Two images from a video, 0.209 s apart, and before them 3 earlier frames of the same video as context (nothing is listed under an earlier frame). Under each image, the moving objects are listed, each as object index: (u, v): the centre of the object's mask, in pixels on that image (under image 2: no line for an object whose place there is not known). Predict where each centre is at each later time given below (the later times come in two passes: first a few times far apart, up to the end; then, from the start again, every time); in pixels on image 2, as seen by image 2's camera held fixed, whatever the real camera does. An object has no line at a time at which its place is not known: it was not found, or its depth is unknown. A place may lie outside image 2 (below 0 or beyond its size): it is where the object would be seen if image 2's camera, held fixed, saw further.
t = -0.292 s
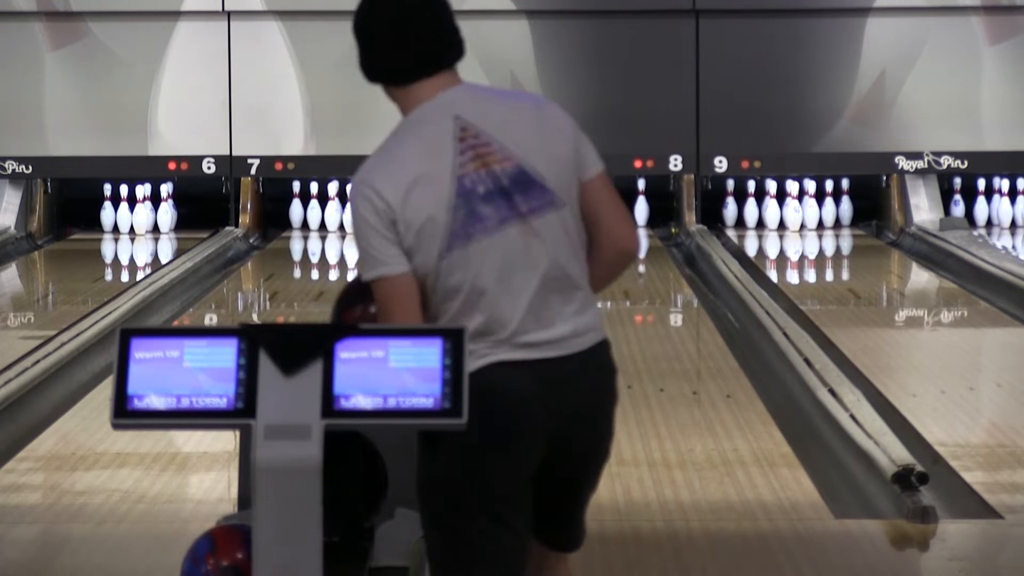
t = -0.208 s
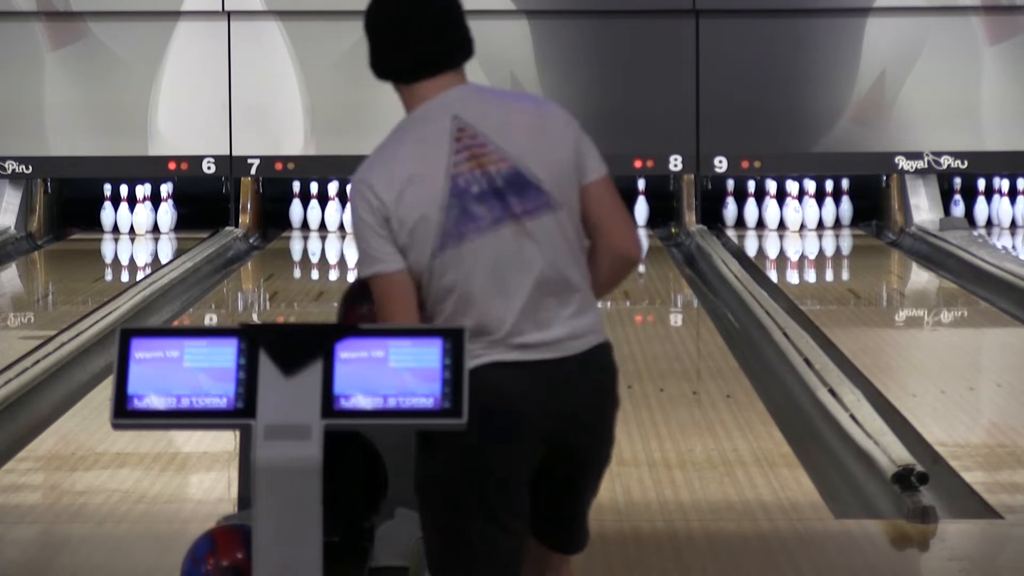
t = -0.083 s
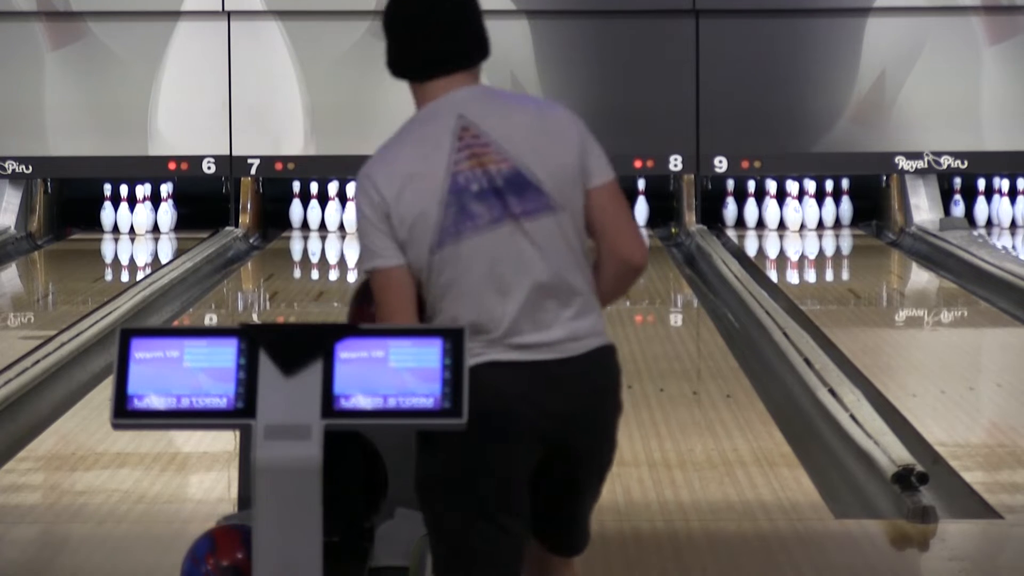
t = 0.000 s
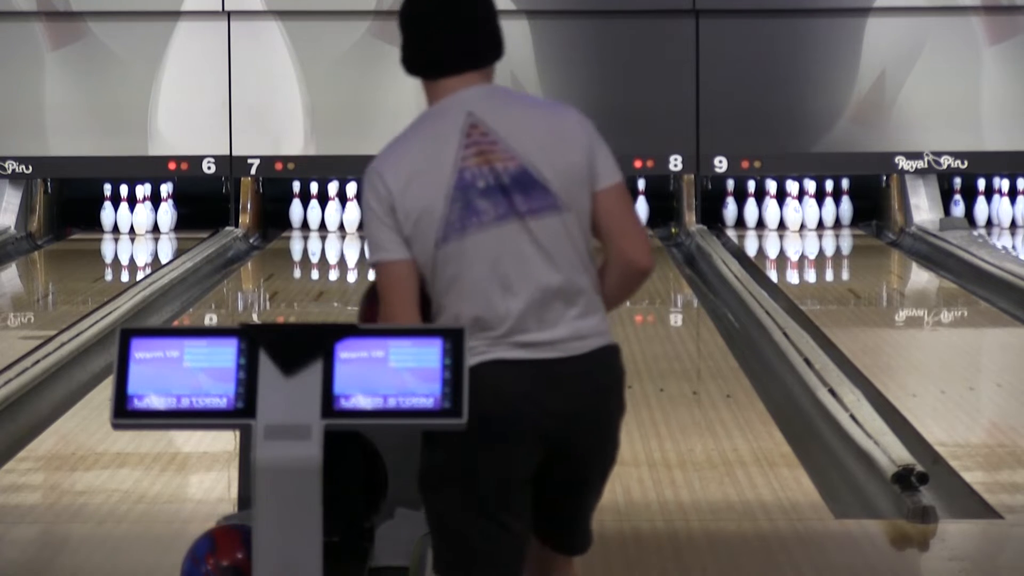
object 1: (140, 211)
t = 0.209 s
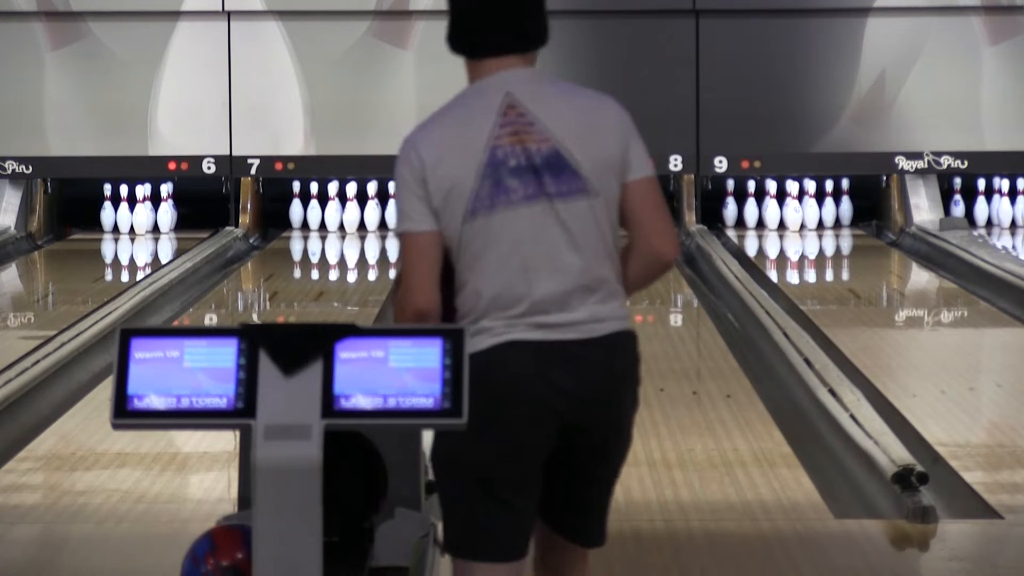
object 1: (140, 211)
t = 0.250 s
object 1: (140, 212)
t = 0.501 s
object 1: (140, 212)
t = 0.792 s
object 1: (142, 211)
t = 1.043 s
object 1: (140, 212)
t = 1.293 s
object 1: (142, 211)
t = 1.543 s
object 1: (143, 211)
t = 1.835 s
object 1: (140, 207)
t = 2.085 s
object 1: (139, 201)
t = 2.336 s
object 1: (140, 203)
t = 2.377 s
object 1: (138, 199)
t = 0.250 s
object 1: (140, 212)
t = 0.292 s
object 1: (140, 212)
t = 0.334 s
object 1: (140, 212)
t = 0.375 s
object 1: (140, 212)
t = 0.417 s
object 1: (140, 212)
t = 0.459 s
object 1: (140, 212)
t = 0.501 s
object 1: (140, 212)
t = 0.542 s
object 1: (140, 212)
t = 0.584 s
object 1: (140, 212)
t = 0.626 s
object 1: (142, 211)
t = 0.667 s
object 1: (140, 212)
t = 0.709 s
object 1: (140, 212)
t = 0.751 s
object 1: (140, 212)
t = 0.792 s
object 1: (142, 211)
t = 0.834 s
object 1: (140, 212)
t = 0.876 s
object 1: (140, 212)
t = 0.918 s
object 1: (142, 211)
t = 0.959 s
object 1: (140, 212)
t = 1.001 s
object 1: (142, 211)
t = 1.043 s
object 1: (140, 212)
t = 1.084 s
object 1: (140, 212)
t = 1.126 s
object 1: (141, 212)
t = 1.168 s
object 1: (140, 212)
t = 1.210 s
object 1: (141, 211)
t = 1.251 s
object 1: (140, 211)
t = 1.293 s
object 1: (142, 211)
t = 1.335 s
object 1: (140, 212)
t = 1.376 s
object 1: (142, 211)
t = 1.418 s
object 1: (140, 212)
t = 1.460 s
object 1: (140, 212)
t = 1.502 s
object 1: (140, 212)
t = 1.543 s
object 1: (143, 211)
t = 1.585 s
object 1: (140, 212)
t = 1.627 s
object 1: (140, 211)
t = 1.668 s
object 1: (140, 210)
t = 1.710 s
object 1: (140, 209)
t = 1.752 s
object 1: (140, 208)
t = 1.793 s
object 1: (140, 207)
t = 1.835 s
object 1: (140, 207)
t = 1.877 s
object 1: (140, 205)
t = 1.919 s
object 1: (140, 205)
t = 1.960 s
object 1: (140, 204)
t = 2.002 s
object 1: (139, 203)
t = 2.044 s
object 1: (139, 202)
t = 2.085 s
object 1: (139, 201)
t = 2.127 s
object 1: (139, 200)
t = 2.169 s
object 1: (140, 199)
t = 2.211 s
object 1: (140, 198)
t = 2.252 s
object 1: (140, 197)
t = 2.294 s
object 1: (140, 196)
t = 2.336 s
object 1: (140, 203)
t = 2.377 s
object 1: (138, 199)
